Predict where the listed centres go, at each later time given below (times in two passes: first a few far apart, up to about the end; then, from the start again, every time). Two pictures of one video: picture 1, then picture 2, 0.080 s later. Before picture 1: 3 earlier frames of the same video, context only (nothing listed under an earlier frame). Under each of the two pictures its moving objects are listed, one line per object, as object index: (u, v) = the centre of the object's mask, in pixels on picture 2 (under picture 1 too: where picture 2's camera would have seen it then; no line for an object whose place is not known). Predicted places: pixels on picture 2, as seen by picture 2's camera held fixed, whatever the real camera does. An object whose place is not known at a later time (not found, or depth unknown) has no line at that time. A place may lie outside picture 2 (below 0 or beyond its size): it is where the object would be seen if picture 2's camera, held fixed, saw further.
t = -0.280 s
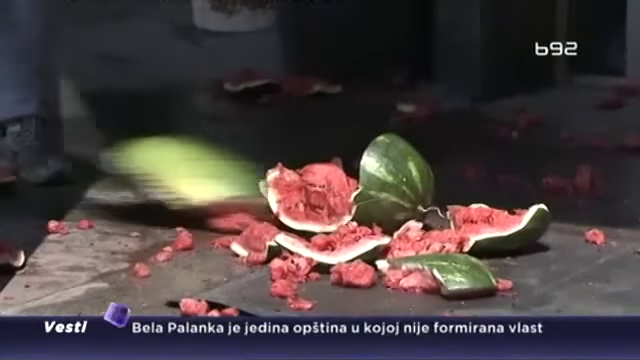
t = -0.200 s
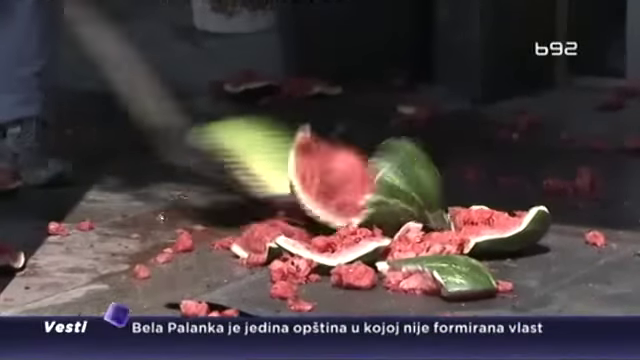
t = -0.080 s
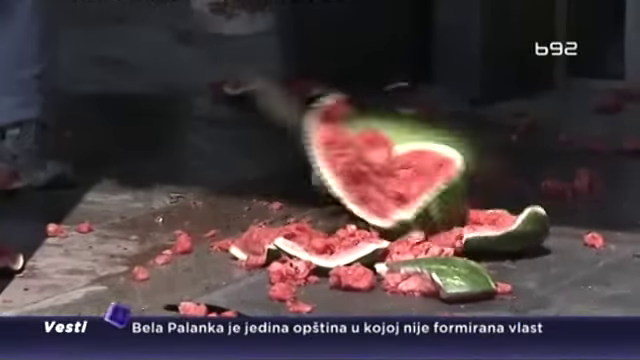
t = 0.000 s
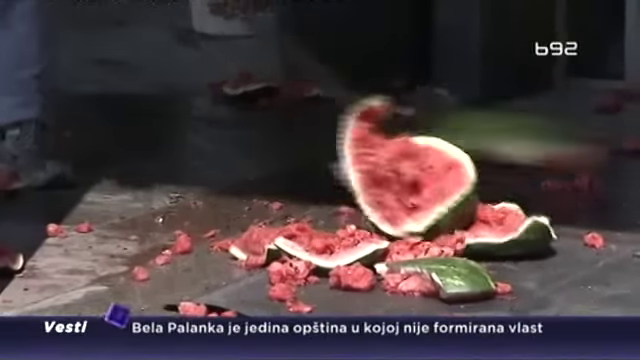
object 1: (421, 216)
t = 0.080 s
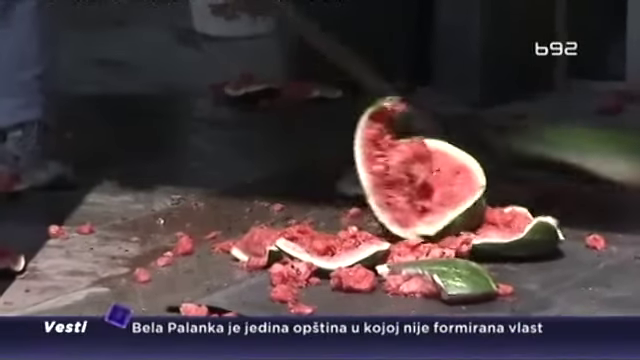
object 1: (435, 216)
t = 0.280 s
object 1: (433, 211)
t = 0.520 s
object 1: (390, 221)
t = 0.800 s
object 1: (383, 201)
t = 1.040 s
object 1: (398, 193)
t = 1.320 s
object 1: (398, 201)
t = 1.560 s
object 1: (393, 201)
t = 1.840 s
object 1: (397, 199)
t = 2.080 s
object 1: (398, 199)
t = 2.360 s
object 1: (399, 198)
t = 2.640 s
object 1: (393, 190)
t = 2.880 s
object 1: (394, 192)
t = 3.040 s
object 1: (391, 191)
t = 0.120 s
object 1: (436, 214)
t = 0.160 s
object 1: (434, 214)
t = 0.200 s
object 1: (434, 213)
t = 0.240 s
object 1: (430, 215)
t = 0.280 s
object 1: (433, 211)
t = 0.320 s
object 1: (427, 215)
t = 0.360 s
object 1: (429, 212)
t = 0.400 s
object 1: (426, 213)
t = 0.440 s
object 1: (424, 209)
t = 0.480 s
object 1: (395, 221)
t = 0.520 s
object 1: (390, 221)
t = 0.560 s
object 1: (397, 215)
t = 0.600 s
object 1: (398, 203)
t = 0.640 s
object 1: (391, 200)
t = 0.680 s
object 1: (386, 199)
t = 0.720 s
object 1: (383, 200)
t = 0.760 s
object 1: (382, 200)
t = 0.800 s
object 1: (383, 201)
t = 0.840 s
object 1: (384, 201)
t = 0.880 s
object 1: (385, 202)
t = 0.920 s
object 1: (390, 203)
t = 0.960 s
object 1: (390, 207)
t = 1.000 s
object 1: (398, 199)
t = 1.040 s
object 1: (398, 193)
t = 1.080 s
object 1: (400, 200)
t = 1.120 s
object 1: (400, 200)
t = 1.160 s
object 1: (393, 206)
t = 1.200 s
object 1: (392, 205)
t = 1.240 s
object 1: (398, 198)
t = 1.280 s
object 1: (398, 198)
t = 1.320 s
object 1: (398, 201)
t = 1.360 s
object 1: (397, 201)
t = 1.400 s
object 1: (397, 200)
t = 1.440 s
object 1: (397, 197)
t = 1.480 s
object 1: (393, 202)
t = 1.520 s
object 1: (393, 202)
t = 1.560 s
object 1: (393, 201)
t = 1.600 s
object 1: (395, 193)
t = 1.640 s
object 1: (396, 193)
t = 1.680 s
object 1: (391, 189)
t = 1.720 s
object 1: (392, 189)
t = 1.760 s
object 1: (397, 198)
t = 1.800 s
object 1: (396, 199)
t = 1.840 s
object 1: (397, 199)
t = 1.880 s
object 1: (397, 199)
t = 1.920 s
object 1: (397, 198)
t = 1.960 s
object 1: (398, 198)
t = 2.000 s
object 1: (398, 197)
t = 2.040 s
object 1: (394, 190)
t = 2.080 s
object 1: (398, 199)
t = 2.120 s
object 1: (394, 189)
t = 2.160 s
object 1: (393, 188)
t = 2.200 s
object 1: (398, 198)
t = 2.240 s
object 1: (398, 199)
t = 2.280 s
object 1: (398, 199)
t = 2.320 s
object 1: (398, 198)
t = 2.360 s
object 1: (399, 198)
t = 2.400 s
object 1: (392, 188)
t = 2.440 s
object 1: (392, 189)
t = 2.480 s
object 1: (393, 189)
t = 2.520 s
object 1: (393, 189)
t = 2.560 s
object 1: (394, 190)
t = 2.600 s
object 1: (391, 189)
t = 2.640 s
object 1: (393, 190)
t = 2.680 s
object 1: (393, 191)
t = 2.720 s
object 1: (395, 191)
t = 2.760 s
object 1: (391, 189)
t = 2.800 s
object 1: (389, 189)
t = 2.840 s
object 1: (394, 191)
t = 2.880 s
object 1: (394, 192)
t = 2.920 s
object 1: (394, 191)
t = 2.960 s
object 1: (395, 191)
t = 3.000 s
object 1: (389, 191)
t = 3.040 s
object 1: (391, 191)
